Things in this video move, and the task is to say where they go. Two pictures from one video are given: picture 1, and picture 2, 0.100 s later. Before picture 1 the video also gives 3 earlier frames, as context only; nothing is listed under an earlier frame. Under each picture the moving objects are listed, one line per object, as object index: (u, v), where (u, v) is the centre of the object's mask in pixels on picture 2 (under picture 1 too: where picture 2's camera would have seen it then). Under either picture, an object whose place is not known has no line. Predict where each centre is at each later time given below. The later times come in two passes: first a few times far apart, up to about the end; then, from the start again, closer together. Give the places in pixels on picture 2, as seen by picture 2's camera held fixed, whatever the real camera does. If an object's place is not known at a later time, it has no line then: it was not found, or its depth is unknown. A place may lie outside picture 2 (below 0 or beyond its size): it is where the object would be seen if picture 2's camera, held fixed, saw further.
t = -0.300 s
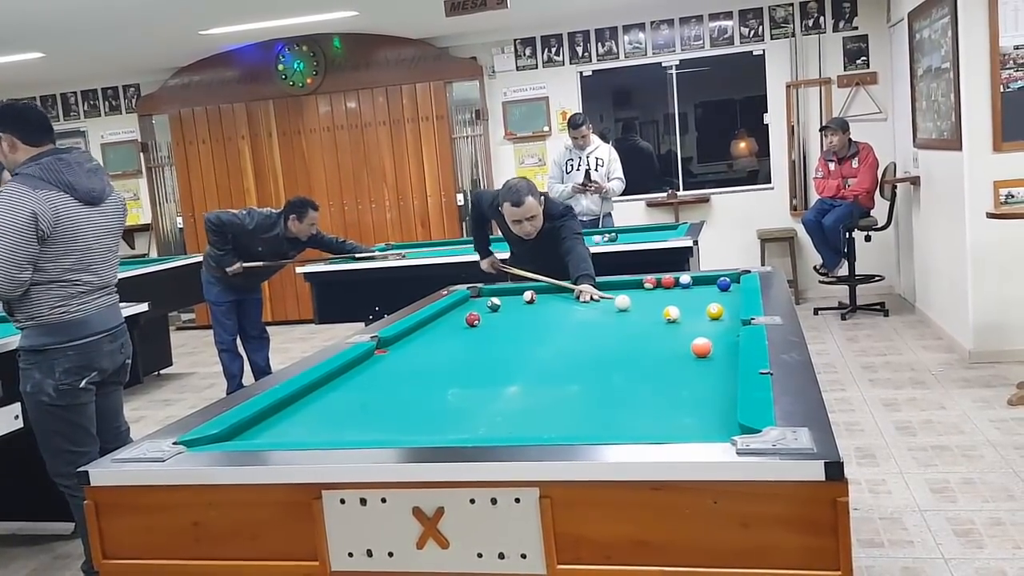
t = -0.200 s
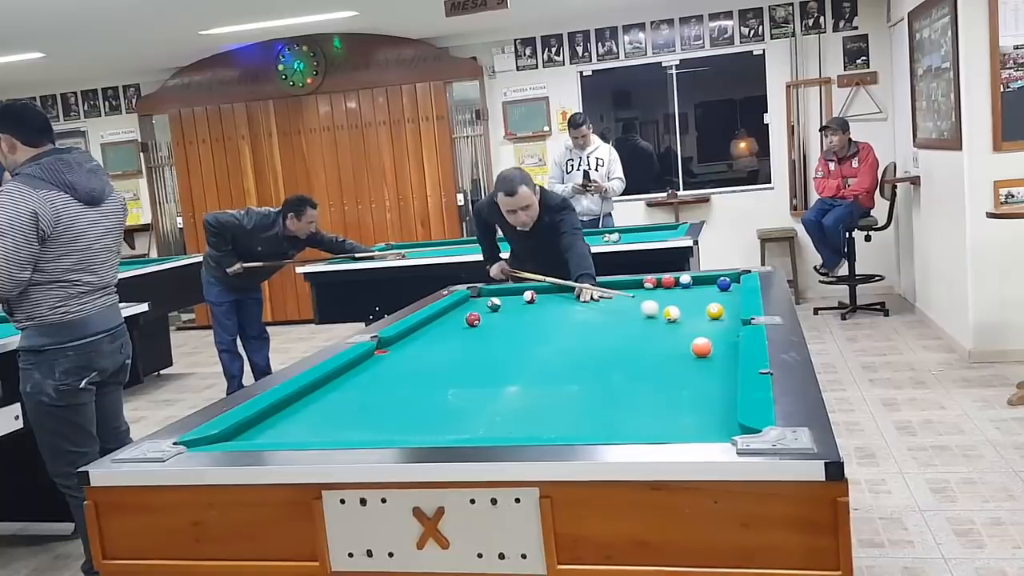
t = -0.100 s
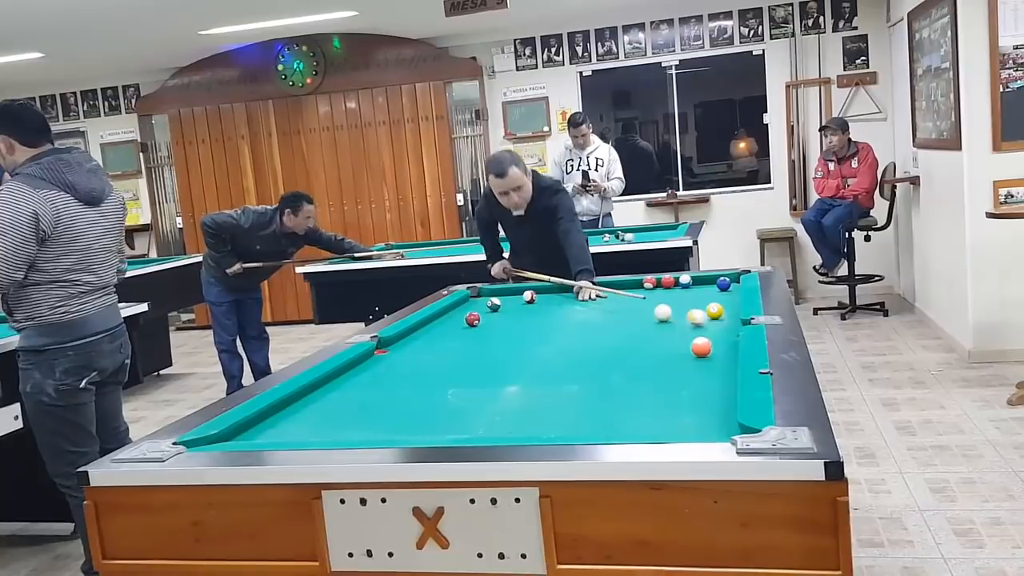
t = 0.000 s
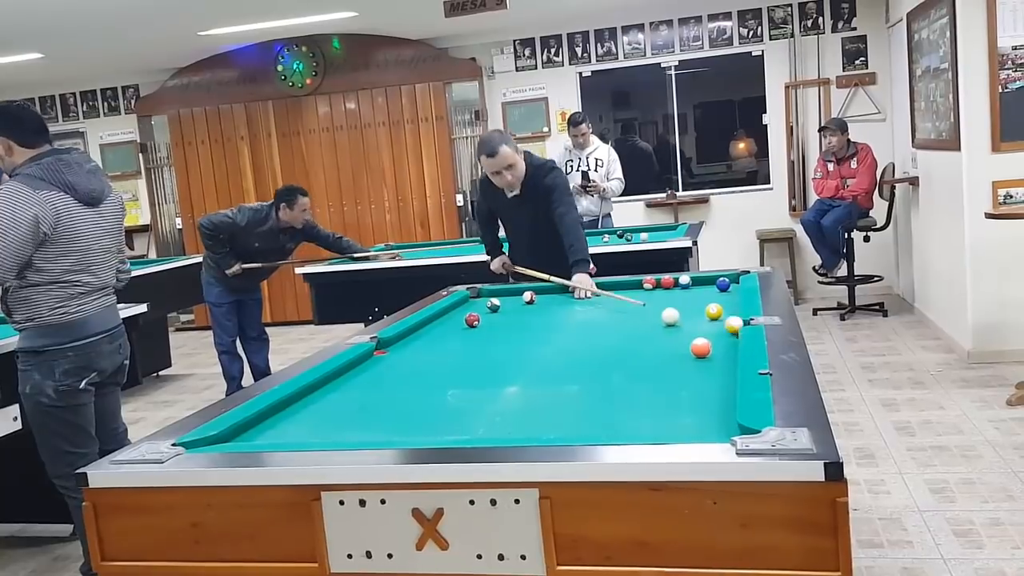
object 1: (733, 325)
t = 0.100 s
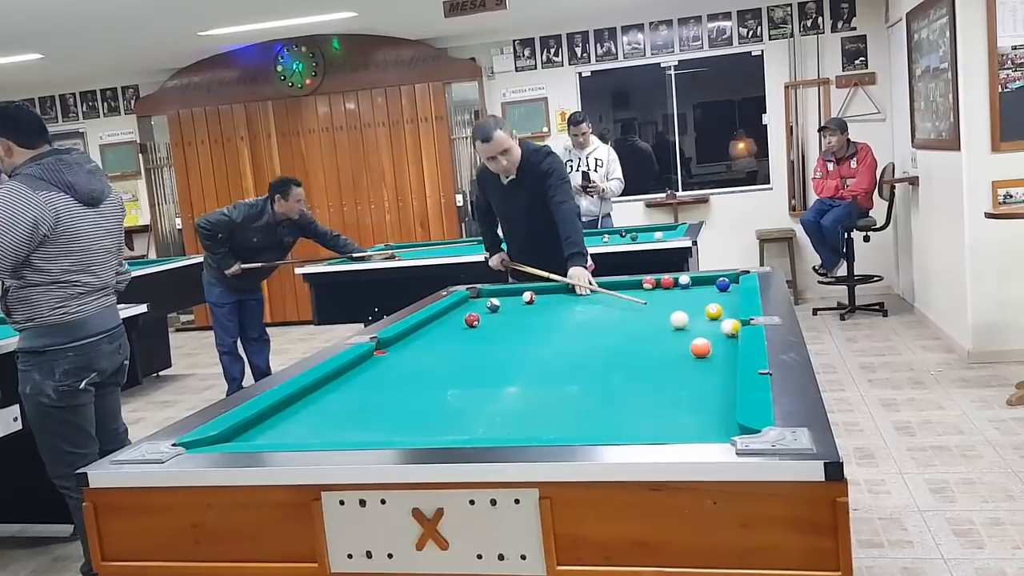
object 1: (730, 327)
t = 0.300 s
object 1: (726, 323)
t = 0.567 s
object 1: (715, 323)
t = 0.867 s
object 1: (698, 323)
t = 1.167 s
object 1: (685, 323)
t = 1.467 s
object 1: (677, 324)
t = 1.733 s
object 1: (672, 324)
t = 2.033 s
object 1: (671, 324)
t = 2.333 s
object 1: (671, 323)
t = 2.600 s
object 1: (671, 324)
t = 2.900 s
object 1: (671, 324)
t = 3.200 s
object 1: (671, 324)
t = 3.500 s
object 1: (671, 324)
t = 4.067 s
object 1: (672, 323)
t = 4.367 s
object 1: (671, 324)
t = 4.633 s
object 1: (671, 324)
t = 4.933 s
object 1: (671, 324)
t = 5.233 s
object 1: (671, 324)
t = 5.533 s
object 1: (671, 324)
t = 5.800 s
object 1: (671, 324)
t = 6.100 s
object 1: (671, 324)
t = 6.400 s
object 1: (671, 324)
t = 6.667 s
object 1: (671, 324)
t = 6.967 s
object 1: (671, 324)
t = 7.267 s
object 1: (671, 324)
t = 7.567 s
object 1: (671, 324)
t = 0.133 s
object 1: (723, 326)
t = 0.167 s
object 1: (716, 325)
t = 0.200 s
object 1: (708, 325)
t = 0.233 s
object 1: (714, 324)
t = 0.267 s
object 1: (721, 324)
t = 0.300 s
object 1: (726, 323)
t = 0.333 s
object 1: (729, 322)
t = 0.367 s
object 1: (728, 322)
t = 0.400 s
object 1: (726, 322)
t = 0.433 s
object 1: (724, 323)
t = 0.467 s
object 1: (722, 323)
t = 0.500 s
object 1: (720, 322)
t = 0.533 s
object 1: (717, 323)
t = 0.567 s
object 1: (715, 323)
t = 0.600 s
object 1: (713, 323)
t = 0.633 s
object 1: (711, 323)
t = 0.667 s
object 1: (709, 323)
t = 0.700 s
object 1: (707, 323)
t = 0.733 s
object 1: (705, 323)
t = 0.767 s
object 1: (703, 323)
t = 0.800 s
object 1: (701, 323)
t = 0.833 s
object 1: (700, 323)
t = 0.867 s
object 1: (698, 323)
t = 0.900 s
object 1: (696, 323)
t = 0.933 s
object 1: (695, 323)
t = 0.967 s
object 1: (694, 323)
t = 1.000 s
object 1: (692, 323)
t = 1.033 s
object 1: (690, 323)
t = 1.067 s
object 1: (689, 323)
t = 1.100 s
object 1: (688, 323)
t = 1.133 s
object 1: (686, 323)
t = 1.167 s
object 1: (685, 323)
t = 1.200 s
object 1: (684, 323)
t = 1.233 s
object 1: (682, 323)
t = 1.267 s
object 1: (681, 323)
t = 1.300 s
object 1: (680, 324)
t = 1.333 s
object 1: (679, 324)
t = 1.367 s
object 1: (678, 323)
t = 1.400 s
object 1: (678, 324)
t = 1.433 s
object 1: (677, 323)
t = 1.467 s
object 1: (677, 324)
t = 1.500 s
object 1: (676, 324)
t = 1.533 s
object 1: (675, 324)
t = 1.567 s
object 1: (675, 324)
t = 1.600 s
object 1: (674, 324)
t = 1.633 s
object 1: (674, 323)
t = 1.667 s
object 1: (673, 324)
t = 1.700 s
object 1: (673, 324)
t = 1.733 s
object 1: (672, 324)
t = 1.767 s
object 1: (672, 324)
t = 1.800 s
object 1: (672, 324)
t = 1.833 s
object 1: (672, 324)
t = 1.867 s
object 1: (671, 324)
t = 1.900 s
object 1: (671, 324)
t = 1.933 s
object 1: (671, 324)
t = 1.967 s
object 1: (671, 323)
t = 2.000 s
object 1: (671, 324)
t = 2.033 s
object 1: (671, 324)
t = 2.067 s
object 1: (671, 324)
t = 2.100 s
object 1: (671, 324)
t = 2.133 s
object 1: (671, 323)
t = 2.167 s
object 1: (671, 324)
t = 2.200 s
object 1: (671, 324)
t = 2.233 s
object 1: (671, 323)
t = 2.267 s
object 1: (671, 324)
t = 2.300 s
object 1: (671, 324)
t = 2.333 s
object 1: (671, 323)
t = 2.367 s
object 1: (671, 324)
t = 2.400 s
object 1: (671, 324)
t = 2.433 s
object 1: (671, 323)
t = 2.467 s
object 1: (671, 323)
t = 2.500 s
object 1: (671, 324)
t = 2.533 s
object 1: (671, 324)
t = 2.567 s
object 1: (671, 324)
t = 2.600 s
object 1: (671, 324)
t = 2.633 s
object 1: (671, 324)
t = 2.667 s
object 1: (671, 324)
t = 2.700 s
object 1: (671, 324)
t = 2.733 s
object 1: (671, 324)
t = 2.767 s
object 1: (671, 324)
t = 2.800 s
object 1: (671, 324)
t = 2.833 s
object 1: (671, 324)
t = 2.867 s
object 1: (671, 324)
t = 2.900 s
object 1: (671, 324)
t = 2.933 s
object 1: (671, 324)
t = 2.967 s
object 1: (671, 324)
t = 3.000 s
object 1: (671, 324)
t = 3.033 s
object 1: (671, 324)
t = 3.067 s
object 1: (671, 324)
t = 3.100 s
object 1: (671, 324)
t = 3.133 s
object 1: (671, 324)
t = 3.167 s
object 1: (671, 324)
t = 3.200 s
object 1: (671, 324)
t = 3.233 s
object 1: (671, 324)
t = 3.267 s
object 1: (671, 324)
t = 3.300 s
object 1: (671, 324)
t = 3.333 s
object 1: (671, 324)
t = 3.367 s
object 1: (671, 324)
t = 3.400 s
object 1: (671, 324)
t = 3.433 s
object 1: (671, 324)
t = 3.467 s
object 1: (671, 324)
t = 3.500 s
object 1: (671, 324)
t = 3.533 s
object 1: (671, 324)
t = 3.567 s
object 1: (669, 323)
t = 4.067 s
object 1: (672, 323)
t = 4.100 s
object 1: (672, 323)
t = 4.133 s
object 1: (672, 323)
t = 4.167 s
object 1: (672, 323)
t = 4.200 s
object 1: (671, 324)
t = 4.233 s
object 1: (671, 323)
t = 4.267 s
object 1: (671, 324)
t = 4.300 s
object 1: (671, 324)
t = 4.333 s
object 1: (671, 324)
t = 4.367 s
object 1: (671, 324)
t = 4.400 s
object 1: (671, 324)
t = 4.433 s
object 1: (671, 324)
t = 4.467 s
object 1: (671, 324)
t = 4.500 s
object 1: (671, 324)
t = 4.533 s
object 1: (671, 324)
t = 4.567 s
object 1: (671, 324)
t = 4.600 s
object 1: (671, 324)
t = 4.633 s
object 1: (671, 324)
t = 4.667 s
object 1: (671, 324)
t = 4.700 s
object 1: (671, 324)
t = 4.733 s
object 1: (671, 324)
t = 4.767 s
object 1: (671, 324)
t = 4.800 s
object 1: (671, 324)
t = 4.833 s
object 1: (671, 324)
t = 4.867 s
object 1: (671, 324)
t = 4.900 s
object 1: (671, 324)
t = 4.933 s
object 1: (671, 324)
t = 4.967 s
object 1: (671, 324)
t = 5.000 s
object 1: (671, 324)
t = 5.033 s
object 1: (671, 324)
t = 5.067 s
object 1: (671, 324)
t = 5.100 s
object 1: (671, 324)
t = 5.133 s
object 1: (671, 324)
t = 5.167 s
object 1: (671, 324)
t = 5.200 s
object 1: (671, 324)
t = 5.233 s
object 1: (671, 324)
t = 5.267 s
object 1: (671, 324)
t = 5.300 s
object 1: (671, 324)
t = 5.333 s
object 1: (671, 324)
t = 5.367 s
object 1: (671, 324)
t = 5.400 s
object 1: (671, 324)
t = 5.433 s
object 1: (671, 324)
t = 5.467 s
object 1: (671, 324)
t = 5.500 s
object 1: (671, 324)
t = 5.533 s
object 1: (671, 324)
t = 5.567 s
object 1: (671, 324)
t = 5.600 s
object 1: (671, 324)
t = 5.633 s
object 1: (671, 324)
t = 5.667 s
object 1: (671, 324)
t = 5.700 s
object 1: (671, 324)
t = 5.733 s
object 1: (671, 324)
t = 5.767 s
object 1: (671, 324)
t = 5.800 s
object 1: (671, 324)
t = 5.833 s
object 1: (671, 324)
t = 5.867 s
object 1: (671, 324)
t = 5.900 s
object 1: (671, 324)
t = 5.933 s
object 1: (671, 324)
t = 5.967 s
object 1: (671, 324)
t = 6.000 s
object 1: (671, 324)
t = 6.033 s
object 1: (671, 324)
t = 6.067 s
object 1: (671, 324)
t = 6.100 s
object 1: (671, 324)
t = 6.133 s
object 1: (671, 324)
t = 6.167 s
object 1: (671, 324)
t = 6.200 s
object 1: (671, 324)
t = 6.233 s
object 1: (671, 324)
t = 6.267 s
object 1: (671, 324)
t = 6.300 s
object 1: (671, 324)
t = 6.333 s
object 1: (671, 324)
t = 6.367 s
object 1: (671, 324)
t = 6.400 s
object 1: (671, 324)
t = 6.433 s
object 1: (671, 324)
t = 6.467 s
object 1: (671, 324)
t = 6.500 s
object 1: (671, 324)
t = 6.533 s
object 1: (671, 324)
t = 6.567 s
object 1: (671, 324)
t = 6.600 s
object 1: (671, 324)
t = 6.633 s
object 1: (671, 324)
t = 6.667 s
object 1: (671, 324)
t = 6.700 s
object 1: (671, 324)
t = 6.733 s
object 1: (671, 324)
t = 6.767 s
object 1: (671, 324)
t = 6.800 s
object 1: (671, 324)
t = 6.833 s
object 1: (671, 324)
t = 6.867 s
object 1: (671, 324)
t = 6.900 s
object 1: (671, 324)
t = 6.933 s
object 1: (671, 324)
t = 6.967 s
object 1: (671, 324)
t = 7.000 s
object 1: (671, 324)
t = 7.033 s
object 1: (671, 324)
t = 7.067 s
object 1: (671, 324)
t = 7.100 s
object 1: (671, 324)
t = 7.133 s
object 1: (671, 324)
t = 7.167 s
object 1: (671, 324)
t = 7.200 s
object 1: (671, 324)
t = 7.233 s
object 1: (671, 324)
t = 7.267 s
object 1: (671, 324)
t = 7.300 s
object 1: (671, 324)
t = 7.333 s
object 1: (671, 324)
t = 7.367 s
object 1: (671, 324)
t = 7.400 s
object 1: (671, 324)
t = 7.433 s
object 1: (671, 324)
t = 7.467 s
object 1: (671, 324)
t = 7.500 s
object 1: (671, 324)
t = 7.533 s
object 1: (671, 324)
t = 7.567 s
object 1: (671, 324)
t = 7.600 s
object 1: (671, 323)
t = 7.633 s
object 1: (671, 323)
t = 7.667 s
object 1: (672, 323)
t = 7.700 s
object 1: (672, 323)
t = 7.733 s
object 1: (672, 323)
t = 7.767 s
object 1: (672, 323)
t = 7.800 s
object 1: (672, 323)
